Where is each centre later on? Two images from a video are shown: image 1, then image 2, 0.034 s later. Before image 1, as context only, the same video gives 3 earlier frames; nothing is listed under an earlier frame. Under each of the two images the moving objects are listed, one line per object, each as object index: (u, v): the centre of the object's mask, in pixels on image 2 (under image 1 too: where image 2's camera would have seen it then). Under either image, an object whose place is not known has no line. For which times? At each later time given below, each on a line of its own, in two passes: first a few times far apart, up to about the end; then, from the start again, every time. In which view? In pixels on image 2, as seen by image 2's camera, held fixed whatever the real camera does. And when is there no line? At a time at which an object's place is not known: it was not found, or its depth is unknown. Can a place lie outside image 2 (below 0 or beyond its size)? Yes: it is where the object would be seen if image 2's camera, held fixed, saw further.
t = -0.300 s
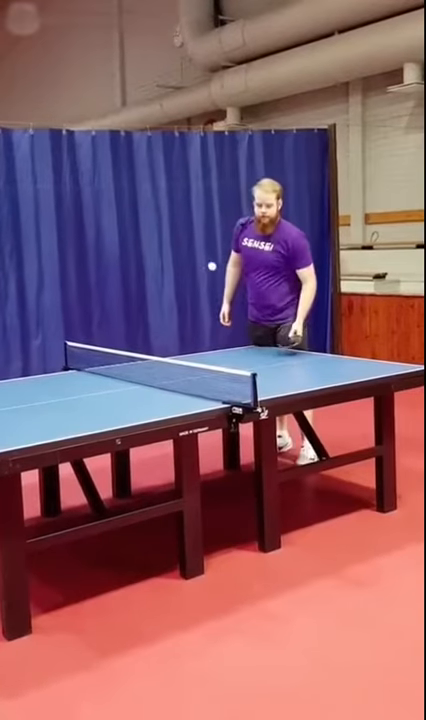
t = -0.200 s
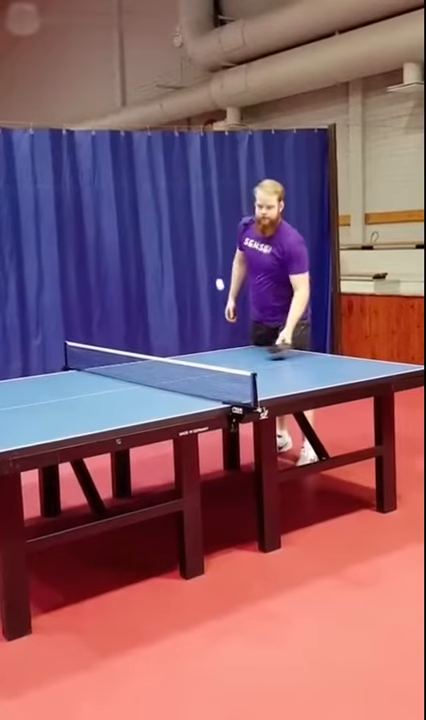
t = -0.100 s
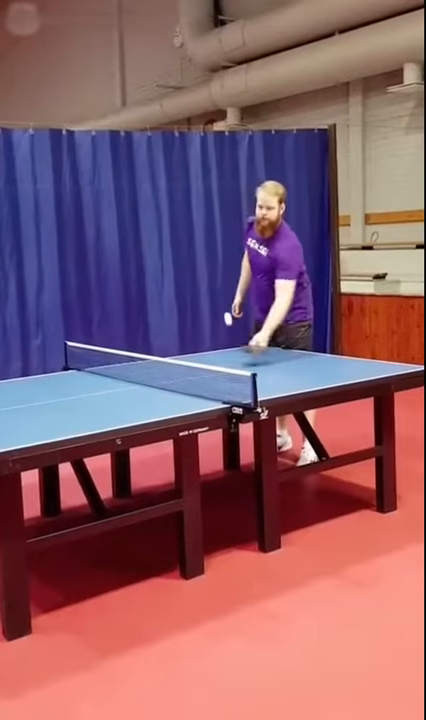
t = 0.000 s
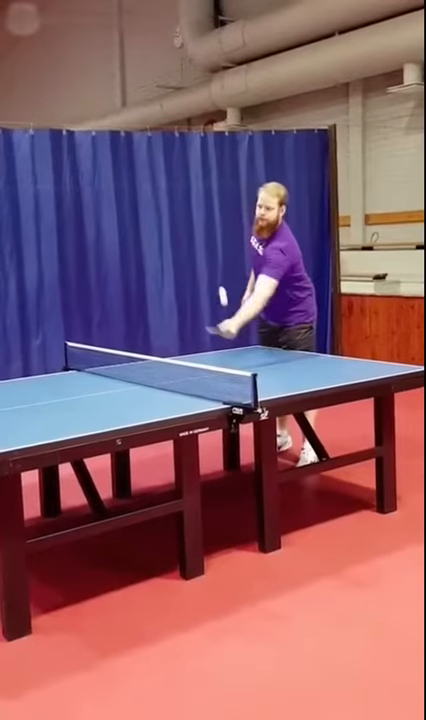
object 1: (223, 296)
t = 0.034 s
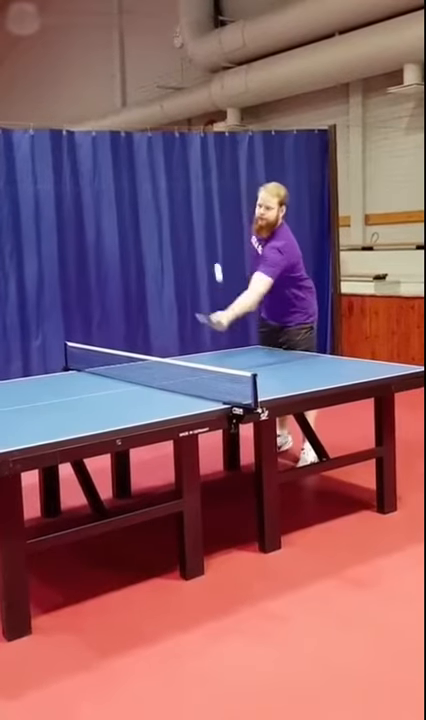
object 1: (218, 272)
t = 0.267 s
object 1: (190, 160)
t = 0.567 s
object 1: (160, 168)
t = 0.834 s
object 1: (139, 322)
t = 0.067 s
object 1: (213, 251)
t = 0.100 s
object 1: (209, 230)
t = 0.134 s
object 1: (205, 213)
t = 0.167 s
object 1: (201, 196)
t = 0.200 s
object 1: (197, 183)
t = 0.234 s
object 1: (193, 170)
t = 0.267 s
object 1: (190, 160)
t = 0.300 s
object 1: (186, 152)
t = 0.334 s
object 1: (182, 147)
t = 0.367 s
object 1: (179, 143)
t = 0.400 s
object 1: (176, 142)
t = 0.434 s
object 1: (172, 143)
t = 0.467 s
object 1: (169, 146)
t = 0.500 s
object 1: (166, 151)
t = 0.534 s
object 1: (163, 159)
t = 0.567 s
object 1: (160, 168)
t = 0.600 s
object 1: (157, 180)
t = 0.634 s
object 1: (155, 195)
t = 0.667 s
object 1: (152, 211)
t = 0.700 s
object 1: (149, 229)
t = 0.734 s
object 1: (147, 250)
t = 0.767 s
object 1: (144, 272)
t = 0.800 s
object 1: (142, 296)
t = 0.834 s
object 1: (139, 322)
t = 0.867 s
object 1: (136, 349)
